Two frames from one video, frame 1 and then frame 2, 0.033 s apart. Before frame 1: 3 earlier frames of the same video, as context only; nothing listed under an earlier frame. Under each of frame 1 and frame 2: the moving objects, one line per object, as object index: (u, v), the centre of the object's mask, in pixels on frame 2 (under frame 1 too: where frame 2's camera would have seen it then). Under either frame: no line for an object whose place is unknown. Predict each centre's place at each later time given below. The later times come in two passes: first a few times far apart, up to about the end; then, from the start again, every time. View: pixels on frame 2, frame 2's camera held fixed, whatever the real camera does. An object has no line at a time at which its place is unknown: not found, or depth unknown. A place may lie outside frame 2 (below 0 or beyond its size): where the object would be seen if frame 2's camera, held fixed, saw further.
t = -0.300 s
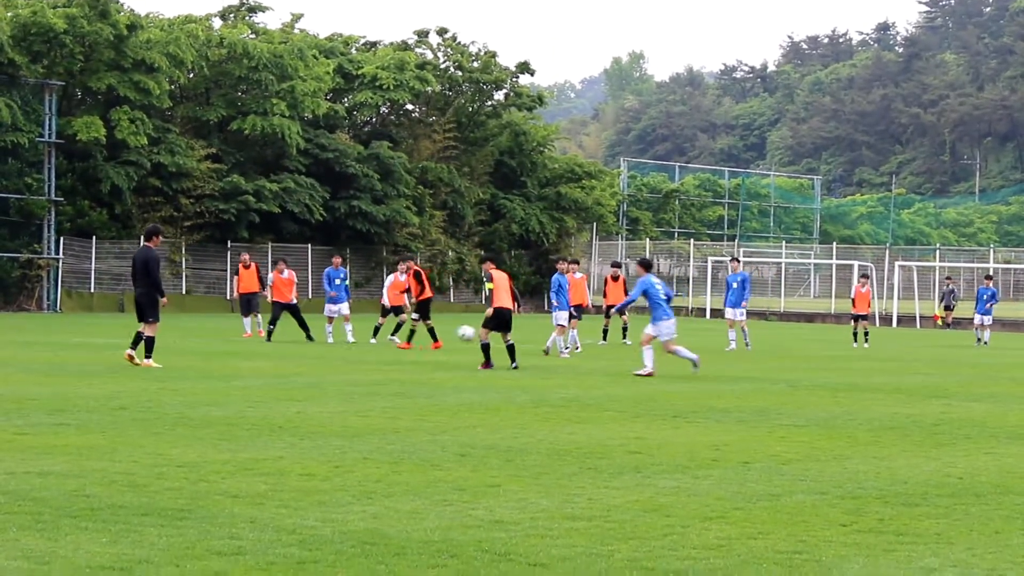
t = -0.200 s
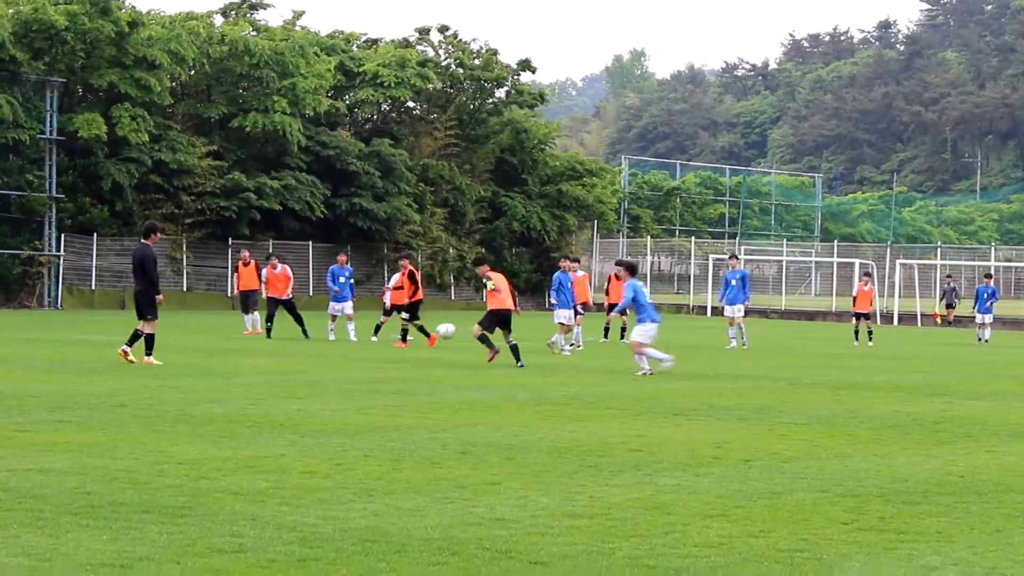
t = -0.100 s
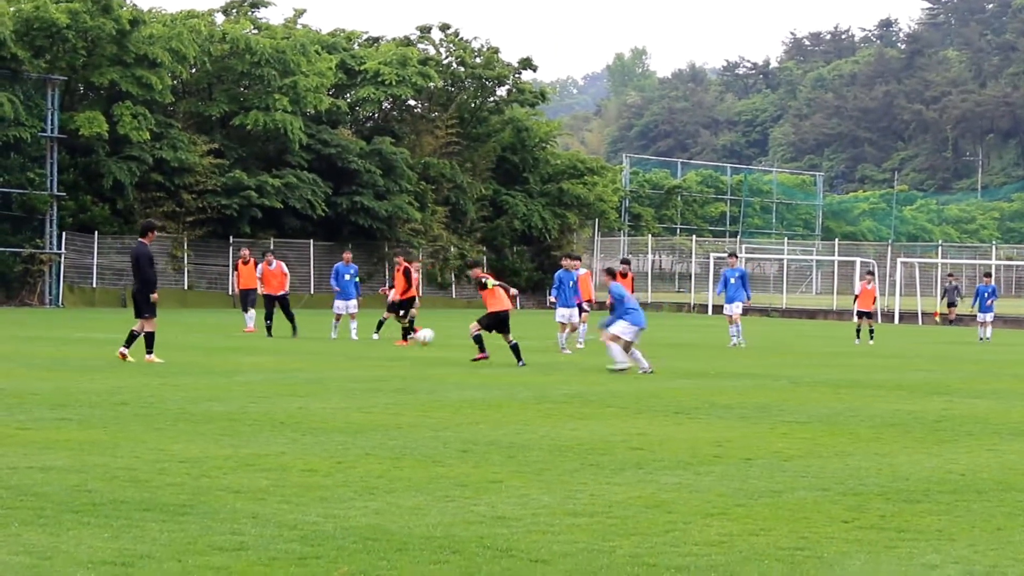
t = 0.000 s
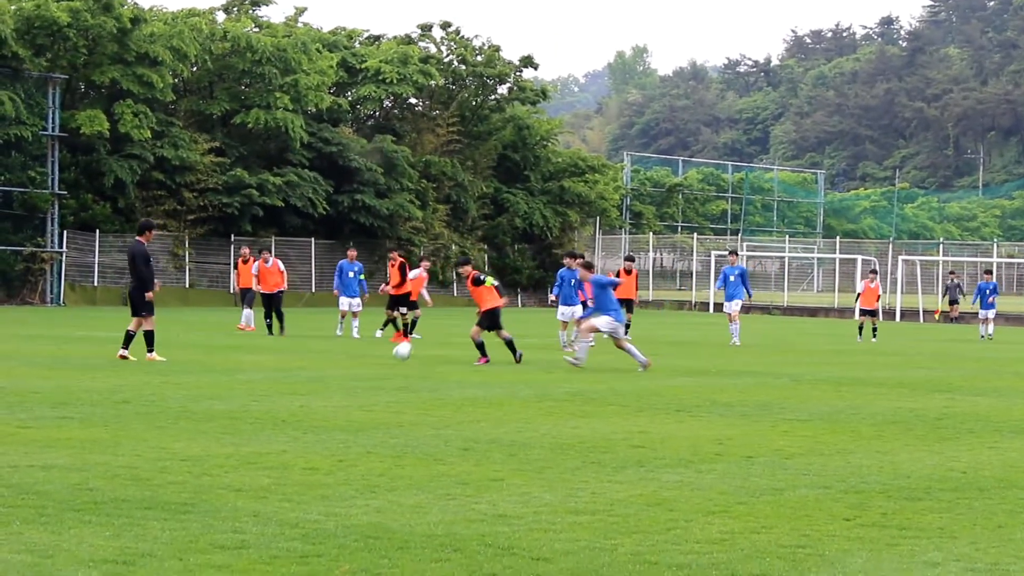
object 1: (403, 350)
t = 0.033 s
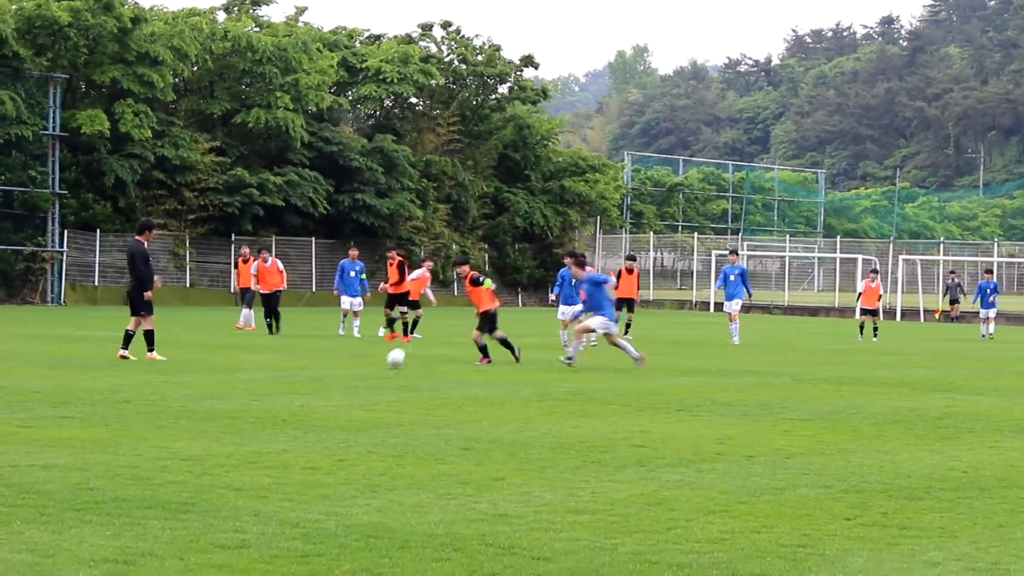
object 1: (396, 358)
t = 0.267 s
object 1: (359, 355)
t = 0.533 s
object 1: (322, 366)
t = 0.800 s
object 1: (286, 376)
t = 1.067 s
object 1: (248, 380)
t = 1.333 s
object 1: (208, 387)
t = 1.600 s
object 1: (167, 392)
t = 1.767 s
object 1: (142, 396)
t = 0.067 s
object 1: (389, 362)
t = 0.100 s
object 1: (383, 358)
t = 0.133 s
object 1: (379, 356)
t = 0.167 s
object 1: (374, 354)
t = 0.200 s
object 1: (369, 354)
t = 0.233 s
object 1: (364, 354)
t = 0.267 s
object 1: (359, 355)
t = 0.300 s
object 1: (355, 357)
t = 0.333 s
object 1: (349, 360)
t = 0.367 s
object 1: (344, 364)
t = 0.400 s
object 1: (339, 368)
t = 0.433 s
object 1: (335, 367)
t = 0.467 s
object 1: (331, 366)
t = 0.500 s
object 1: (327, 366)
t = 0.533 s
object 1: (322, 366)
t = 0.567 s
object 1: (318, 368)
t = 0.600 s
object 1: (313, 370)
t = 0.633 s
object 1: (309, 372)
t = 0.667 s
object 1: (305, 373)
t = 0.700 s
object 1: (300, 373)
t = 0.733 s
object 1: (295, 374)
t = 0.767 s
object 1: (290, 375)
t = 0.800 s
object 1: (286, 376)
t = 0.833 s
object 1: (281, 376)
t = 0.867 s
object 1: (276, 375)
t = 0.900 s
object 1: (271, 374)
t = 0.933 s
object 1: (267, 375)
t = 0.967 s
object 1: (262, 377)
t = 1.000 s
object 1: (257, 379)
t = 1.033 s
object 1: (252, 380)
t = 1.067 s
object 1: (248, 380)
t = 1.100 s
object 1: (243, 381)
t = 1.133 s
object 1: (238, 382)
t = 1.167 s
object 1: (233, 383)
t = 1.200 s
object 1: (228, 385)
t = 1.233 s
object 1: (223, 384)
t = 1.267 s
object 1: (218, 385)
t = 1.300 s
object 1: (213, 386)
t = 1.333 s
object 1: (208, 387)
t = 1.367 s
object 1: (204, 387)
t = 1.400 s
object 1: (198, 388)
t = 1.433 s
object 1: (193, 388)
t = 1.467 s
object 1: (188, 389)
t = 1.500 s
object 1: (183, 390)
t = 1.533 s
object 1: (178, 391)
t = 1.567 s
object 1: (172, 393)
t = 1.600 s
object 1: (167, 392)
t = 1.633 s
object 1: (162, 392)
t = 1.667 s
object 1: (157, 393)
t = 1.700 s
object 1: (152, 394)
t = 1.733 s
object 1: (147, 396)
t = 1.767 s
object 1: (142, 396)
